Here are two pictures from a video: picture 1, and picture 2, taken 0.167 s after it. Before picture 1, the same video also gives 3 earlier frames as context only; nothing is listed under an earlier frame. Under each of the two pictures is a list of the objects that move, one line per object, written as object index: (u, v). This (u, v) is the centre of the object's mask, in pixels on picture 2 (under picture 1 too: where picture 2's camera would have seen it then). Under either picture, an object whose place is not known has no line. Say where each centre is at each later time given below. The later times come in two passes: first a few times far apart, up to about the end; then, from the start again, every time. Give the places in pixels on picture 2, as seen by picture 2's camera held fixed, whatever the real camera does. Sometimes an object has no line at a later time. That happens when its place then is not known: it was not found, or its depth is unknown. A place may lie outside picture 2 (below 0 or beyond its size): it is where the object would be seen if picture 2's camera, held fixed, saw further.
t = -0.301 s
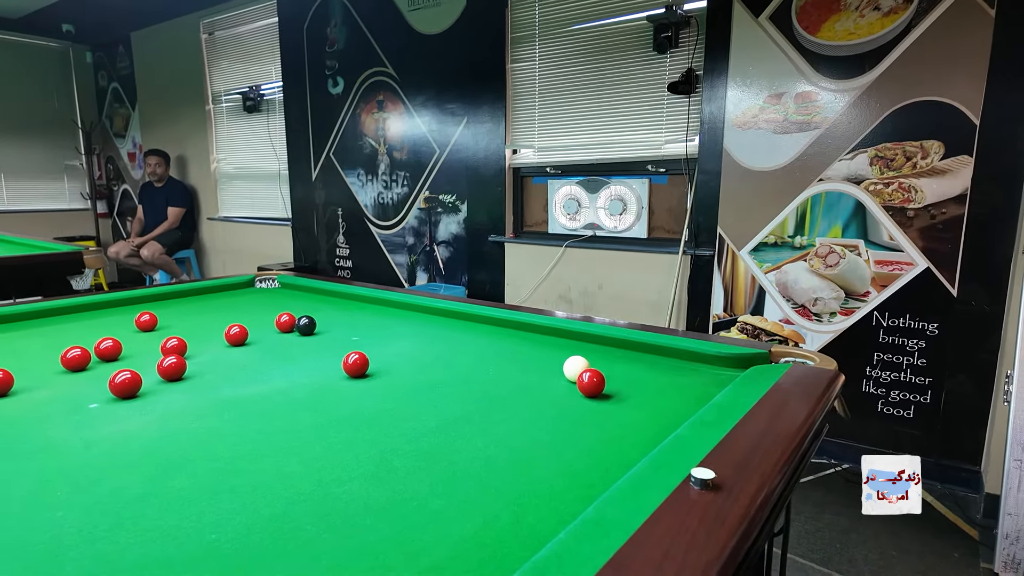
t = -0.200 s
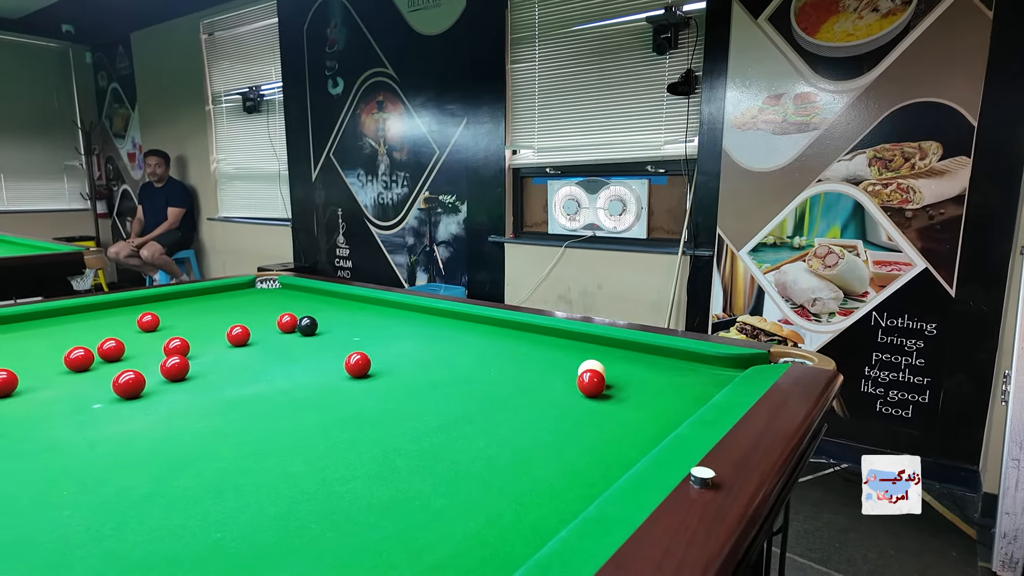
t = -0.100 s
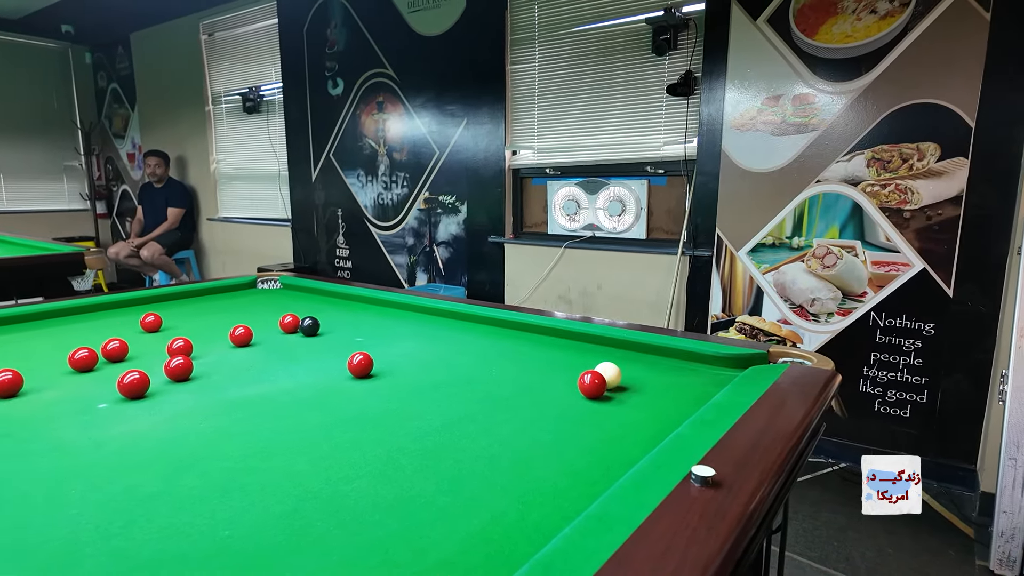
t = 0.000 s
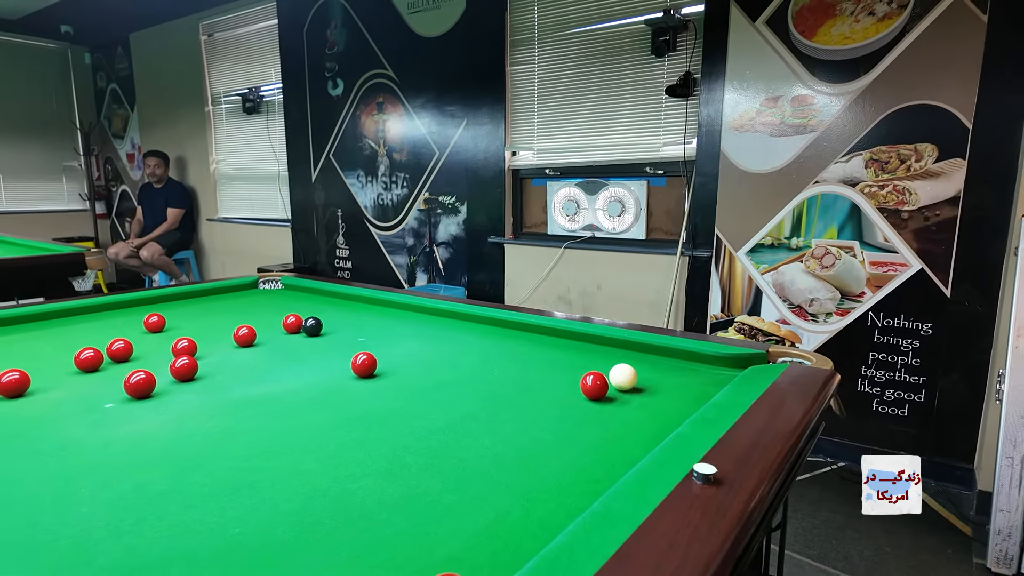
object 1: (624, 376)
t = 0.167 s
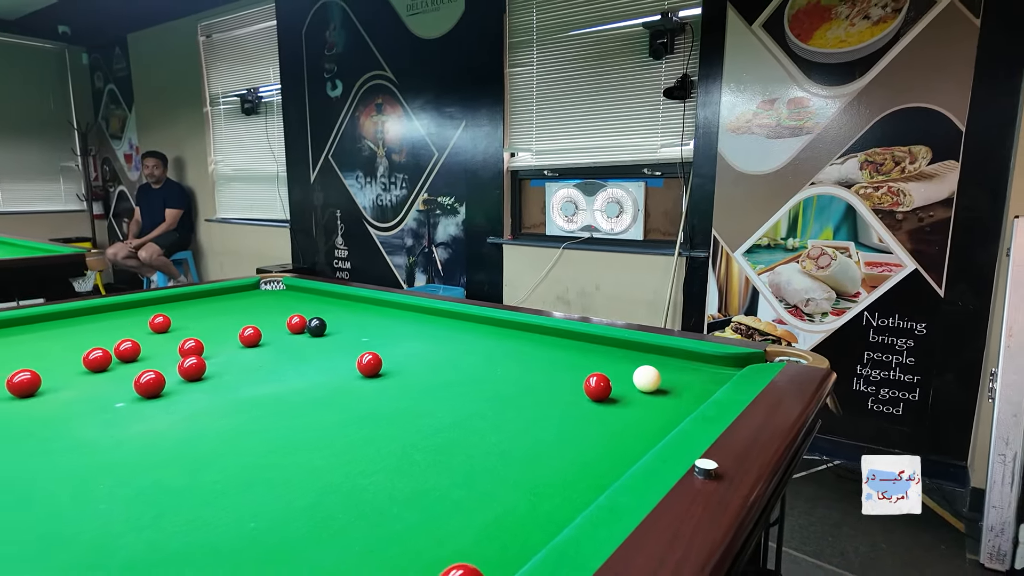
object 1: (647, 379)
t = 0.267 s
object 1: (660, 380)
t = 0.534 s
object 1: (693, 384)
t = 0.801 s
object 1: (707, 384)
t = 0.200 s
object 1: (651, 379)
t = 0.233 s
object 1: (656, 380)
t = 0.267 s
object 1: (660, 380)
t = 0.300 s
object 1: (664, 381)
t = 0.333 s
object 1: (669, 382)
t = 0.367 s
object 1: (673, 382)
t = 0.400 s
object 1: (677, 383)
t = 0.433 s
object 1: (681, 383)
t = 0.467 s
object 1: (685, 383)
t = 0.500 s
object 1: (689, 384)
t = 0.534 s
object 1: (693, 384)
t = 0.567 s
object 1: (697, 385)
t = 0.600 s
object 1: (701, 385)
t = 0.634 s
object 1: (704, 385)
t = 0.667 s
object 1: (707, 385)
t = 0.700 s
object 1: (710, 384)
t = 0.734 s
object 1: (710, 384)
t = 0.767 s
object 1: (709, 384)
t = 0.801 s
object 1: (707, 384)
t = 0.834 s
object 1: (705, 384)
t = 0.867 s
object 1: (704, 383)
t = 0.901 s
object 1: (702, 383)
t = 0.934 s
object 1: (700, 383)
